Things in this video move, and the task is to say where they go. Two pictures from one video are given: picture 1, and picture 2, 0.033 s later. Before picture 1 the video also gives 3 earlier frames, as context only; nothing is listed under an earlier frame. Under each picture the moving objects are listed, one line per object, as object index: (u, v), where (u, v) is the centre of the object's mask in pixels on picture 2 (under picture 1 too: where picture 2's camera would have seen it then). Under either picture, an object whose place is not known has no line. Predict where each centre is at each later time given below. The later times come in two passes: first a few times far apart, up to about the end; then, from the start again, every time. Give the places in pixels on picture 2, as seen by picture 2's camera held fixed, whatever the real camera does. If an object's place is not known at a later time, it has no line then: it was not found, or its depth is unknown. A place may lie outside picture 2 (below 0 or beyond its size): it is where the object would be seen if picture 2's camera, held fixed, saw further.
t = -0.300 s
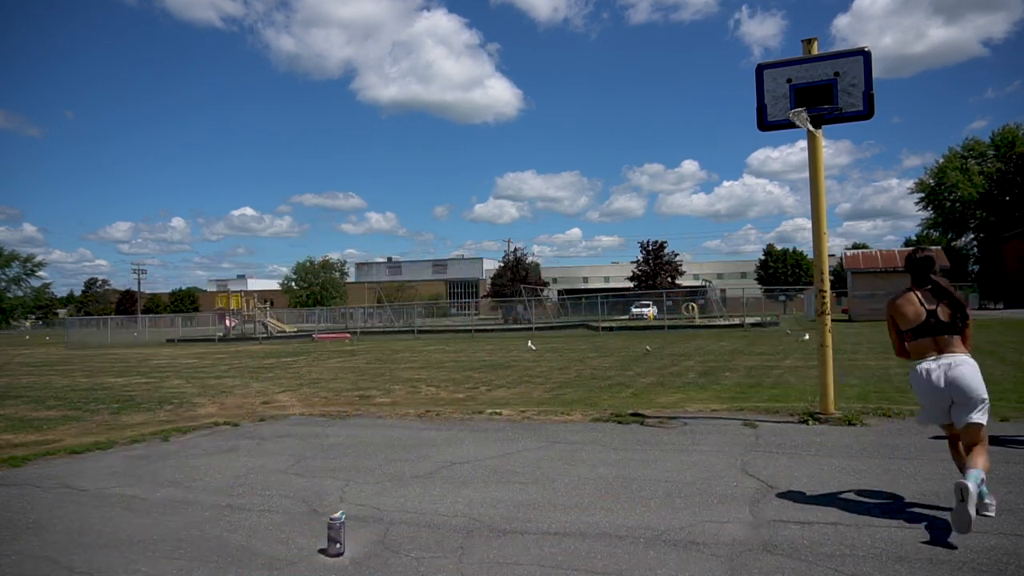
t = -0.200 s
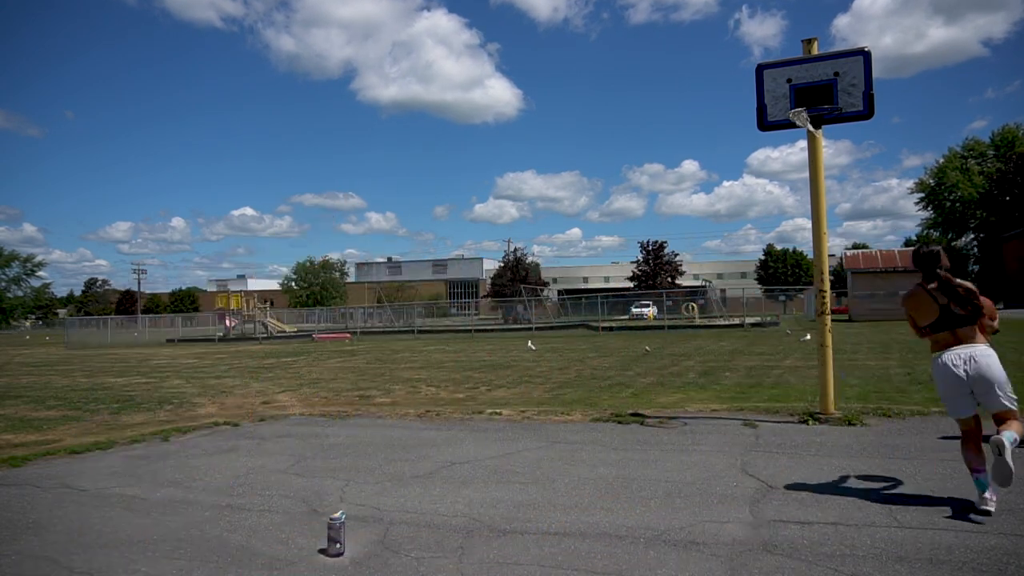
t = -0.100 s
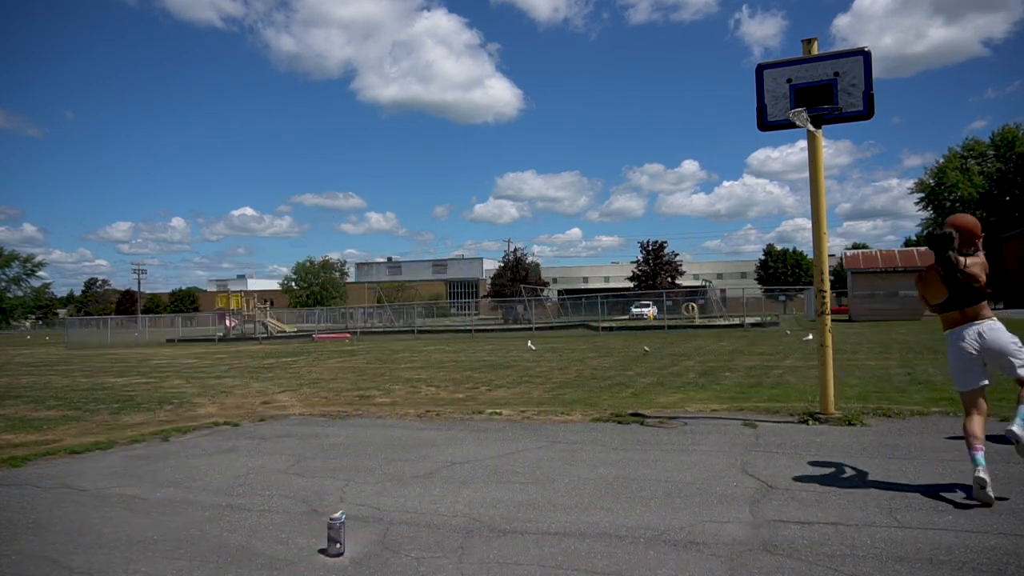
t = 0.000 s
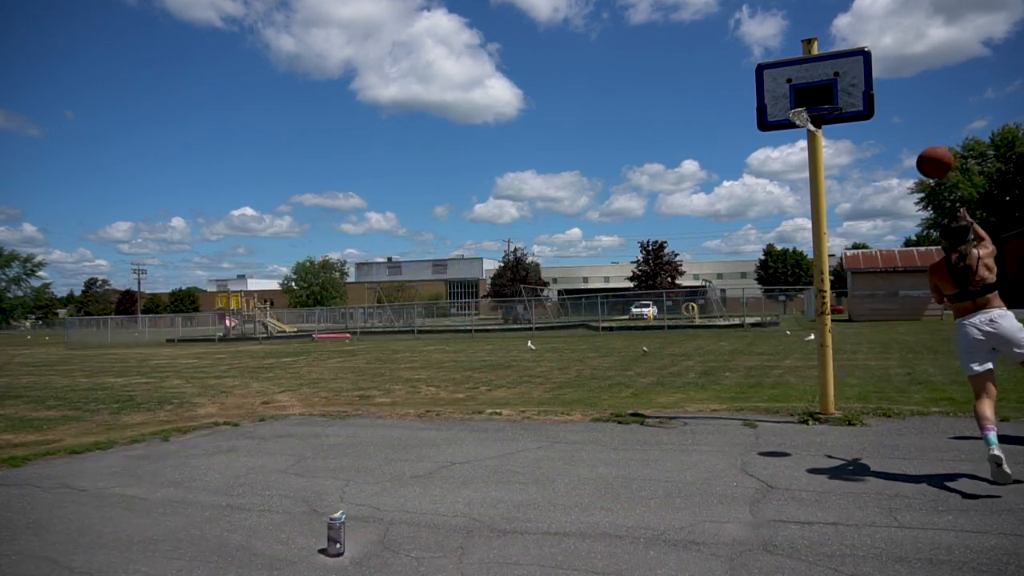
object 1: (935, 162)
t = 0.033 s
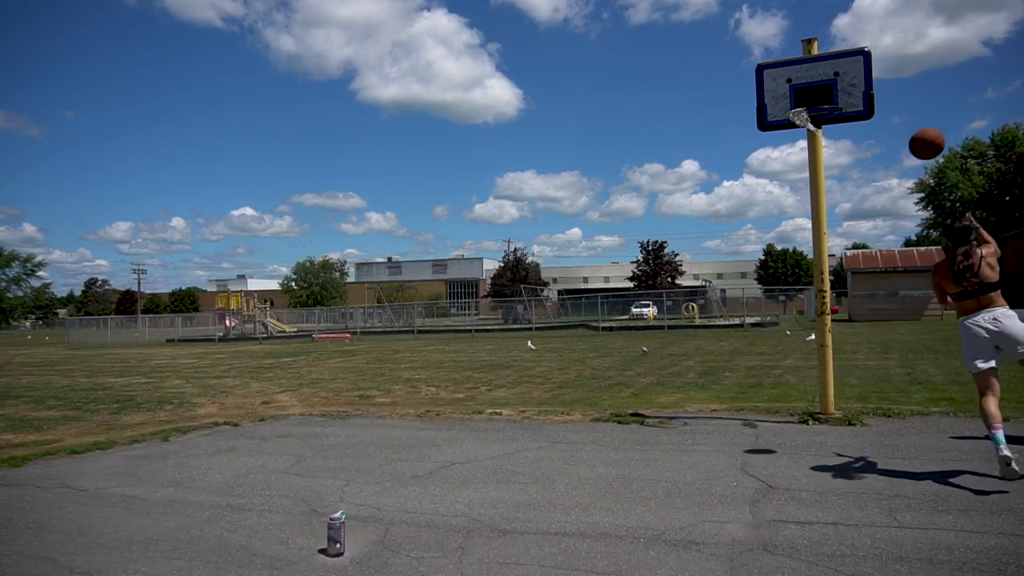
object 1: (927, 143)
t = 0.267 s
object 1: (881, 68)
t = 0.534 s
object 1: (845, 68)
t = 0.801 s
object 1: (823, 96)
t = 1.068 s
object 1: (804, 99)
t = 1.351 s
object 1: (816, 127)
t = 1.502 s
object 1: (825, 167)
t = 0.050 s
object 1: (923, 135)
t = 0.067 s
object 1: (919, 127)
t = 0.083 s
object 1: (916, 120)
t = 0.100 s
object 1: (912, 113)
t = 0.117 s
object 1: (909, 107)
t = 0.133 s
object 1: (905, 101)
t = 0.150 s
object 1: (902, 95)
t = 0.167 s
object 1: (899, 90)
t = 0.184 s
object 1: (895, 86)
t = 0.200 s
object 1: (892, 81)
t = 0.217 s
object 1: (890, 77)
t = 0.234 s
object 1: (887, 74)
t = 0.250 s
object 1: (884, 71)
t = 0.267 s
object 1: (881, 68)
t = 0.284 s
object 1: (878, 66)
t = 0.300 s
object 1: (876, 64)
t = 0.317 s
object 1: (873, 62)
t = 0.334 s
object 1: (871, 60)
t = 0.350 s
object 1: (868, 60)
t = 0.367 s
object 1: (866, 59)
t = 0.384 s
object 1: (863, 58)
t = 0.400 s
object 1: (861, 59)
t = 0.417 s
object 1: (859, 59)
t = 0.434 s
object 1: (857, 59)
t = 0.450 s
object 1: (855, 60)
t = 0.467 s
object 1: (853, 61)
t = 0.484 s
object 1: (850, 63)
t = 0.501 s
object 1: (848, 64)
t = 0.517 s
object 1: (846, 66)
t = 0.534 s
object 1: (845, 68)
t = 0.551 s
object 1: (843, 71)
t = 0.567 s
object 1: (841, 74)
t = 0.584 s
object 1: (839, 76)
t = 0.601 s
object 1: (838, 79)
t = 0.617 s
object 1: (837, 82)
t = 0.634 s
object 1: (835, 86)
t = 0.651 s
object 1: (833, 90)
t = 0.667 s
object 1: (832, 92)
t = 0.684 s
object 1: (830, 94)
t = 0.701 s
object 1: (830, 96)
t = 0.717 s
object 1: (829, 97)
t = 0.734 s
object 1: (828, 97)
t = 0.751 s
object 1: (826, 97)
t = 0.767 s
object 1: (825, 96)
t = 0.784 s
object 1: (825, 96)
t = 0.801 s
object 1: (823, 96)
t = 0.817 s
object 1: (823, 97)
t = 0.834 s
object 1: (822, 97)
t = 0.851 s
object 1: (820, 97)
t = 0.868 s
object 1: (819, 98)
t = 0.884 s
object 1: (818, 99)
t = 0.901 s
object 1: (817, 98)
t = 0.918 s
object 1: (815, 97)
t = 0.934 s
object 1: (814, 96)
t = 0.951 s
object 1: (813, 97)
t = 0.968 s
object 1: (812, 97)
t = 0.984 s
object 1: (809, 97)
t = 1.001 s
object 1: (808, 97)
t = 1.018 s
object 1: (807, 97)
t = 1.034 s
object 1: (806, 98)
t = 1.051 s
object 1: (805, 99)
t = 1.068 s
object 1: (804, 99)
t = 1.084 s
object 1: (802, 101)
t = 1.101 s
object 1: (801, 102)
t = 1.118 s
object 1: (801, 102)
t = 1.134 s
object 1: (801, 102)
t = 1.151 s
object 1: (802, 102)
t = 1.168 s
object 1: (803, 102)
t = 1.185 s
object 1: (805, 102)
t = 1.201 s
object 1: (806, 103)
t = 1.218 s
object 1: (808, 104)
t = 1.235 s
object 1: (809, 105)
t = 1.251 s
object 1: (811, 107)
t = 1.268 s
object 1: (812, 108)
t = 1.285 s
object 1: (814, 111)
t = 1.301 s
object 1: (816, 113)
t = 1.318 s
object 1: (815, 120)
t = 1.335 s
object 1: (816, 125)
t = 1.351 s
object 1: (816, 127)
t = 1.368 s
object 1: (817, 130)
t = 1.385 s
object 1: (817, 134)
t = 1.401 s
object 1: (818, 137)
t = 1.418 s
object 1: (819, 141)
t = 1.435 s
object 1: (821, 146)
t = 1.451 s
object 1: (822, 151)
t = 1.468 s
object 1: (823, 156)
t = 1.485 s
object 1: (824, 161)
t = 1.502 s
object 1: (825, 167)
